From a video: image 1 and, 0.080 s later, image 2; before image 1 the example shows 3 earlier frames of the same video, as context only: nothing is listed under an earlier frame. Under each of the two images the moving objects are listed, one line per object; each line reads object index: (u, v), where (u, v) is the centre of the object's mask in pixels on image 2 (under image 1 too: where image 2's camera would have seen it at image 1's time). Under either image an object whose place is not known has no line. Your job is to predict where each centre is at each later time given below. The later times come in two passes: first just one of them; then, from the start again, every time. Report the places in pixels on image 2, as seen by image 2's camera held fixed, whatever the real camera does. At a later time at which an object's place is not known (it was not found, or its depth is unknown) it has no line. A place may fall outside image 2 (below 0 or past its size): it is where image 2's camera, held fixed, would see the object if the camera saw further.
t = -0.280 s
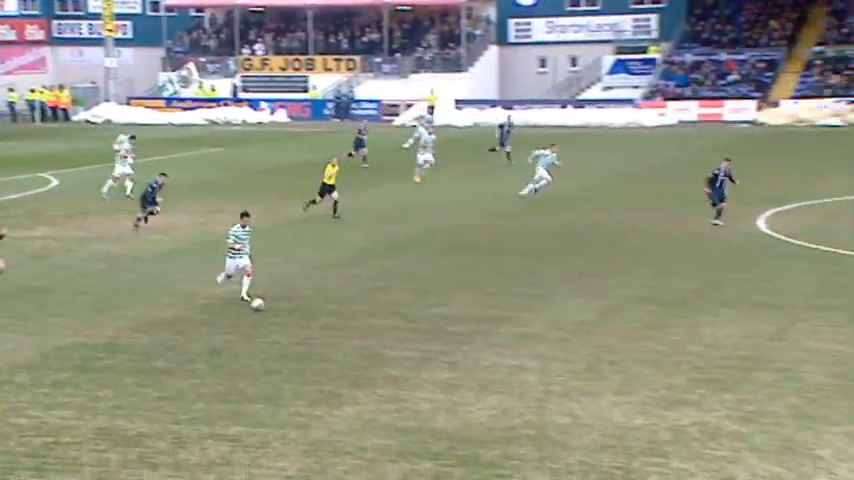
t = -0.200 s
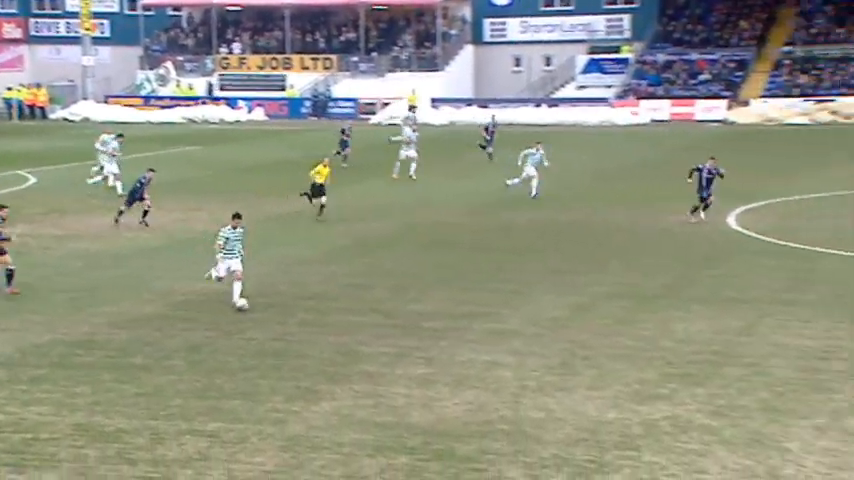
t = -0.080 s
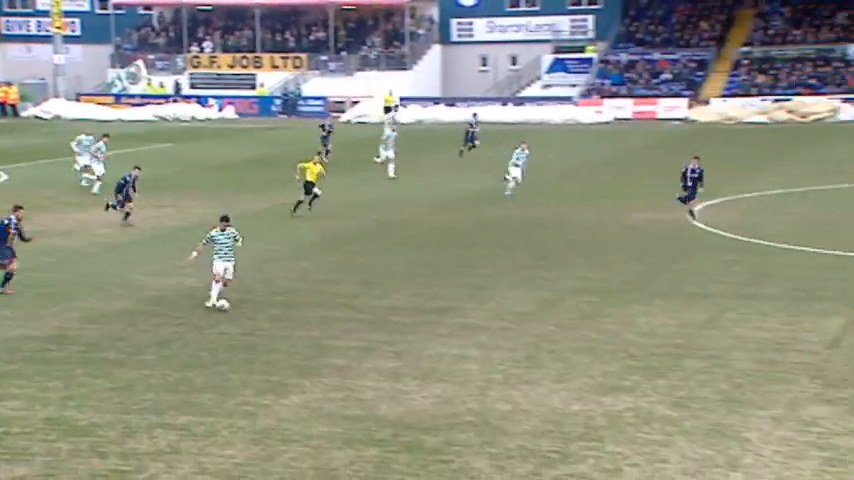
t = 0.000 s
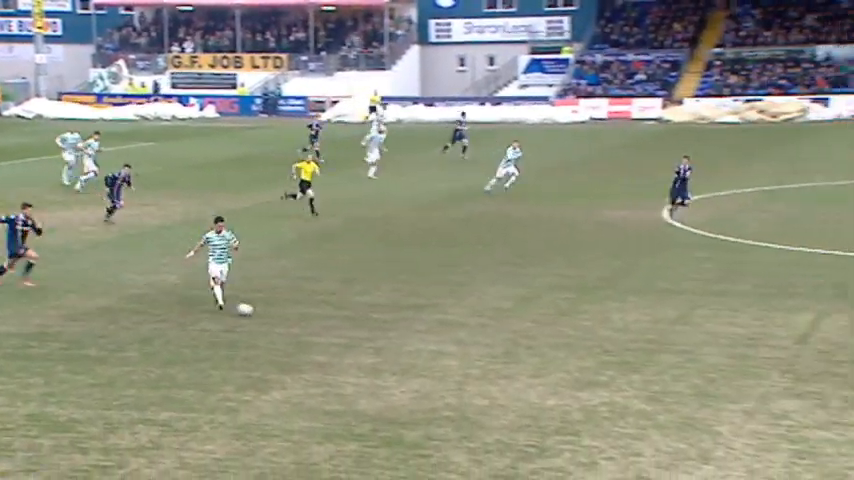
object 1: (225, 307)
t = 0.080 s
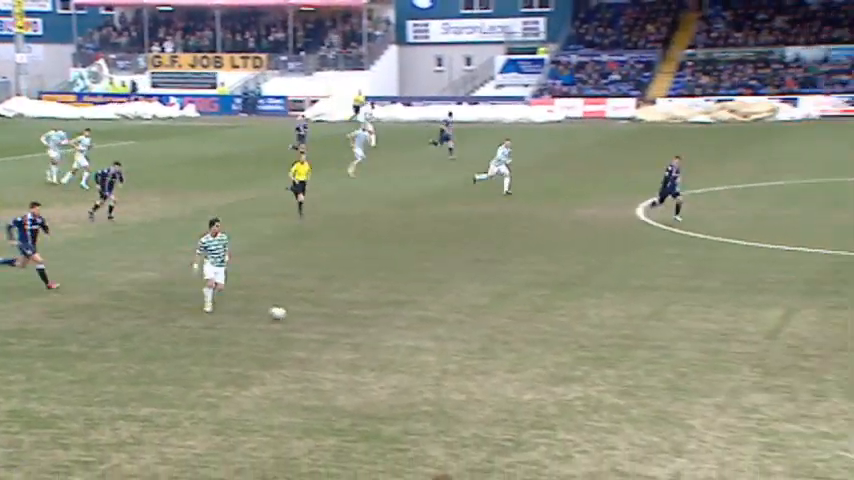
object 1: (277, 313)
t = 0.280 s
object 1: (413, 331)
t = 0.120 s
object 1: (304, 317)
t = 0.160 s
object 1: (332, 323)
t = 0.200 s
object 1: (361, 329)
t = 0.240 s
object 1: (387, 329)
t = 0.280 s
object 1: (413, 331)
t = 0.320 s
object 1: (440, 334)
